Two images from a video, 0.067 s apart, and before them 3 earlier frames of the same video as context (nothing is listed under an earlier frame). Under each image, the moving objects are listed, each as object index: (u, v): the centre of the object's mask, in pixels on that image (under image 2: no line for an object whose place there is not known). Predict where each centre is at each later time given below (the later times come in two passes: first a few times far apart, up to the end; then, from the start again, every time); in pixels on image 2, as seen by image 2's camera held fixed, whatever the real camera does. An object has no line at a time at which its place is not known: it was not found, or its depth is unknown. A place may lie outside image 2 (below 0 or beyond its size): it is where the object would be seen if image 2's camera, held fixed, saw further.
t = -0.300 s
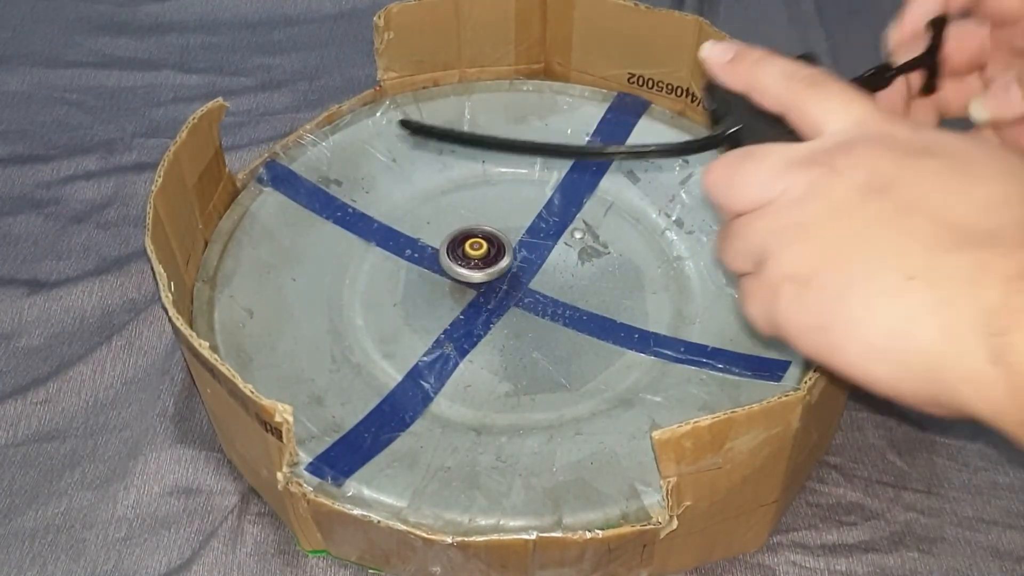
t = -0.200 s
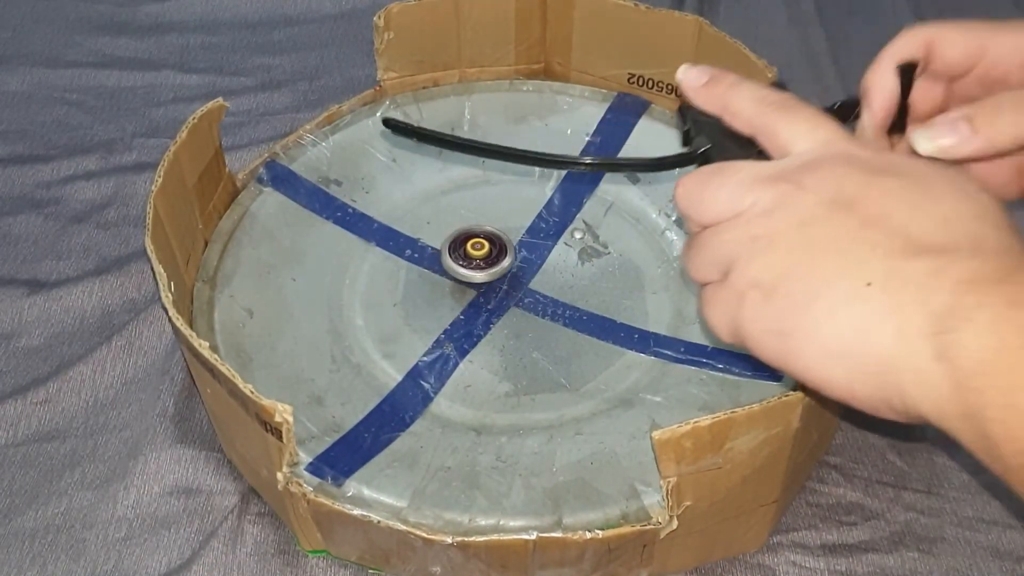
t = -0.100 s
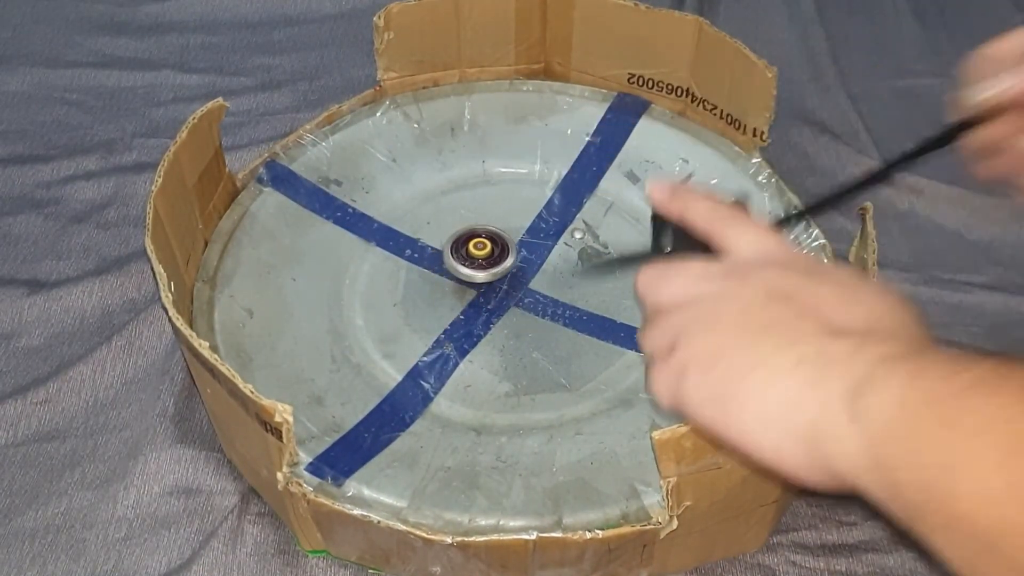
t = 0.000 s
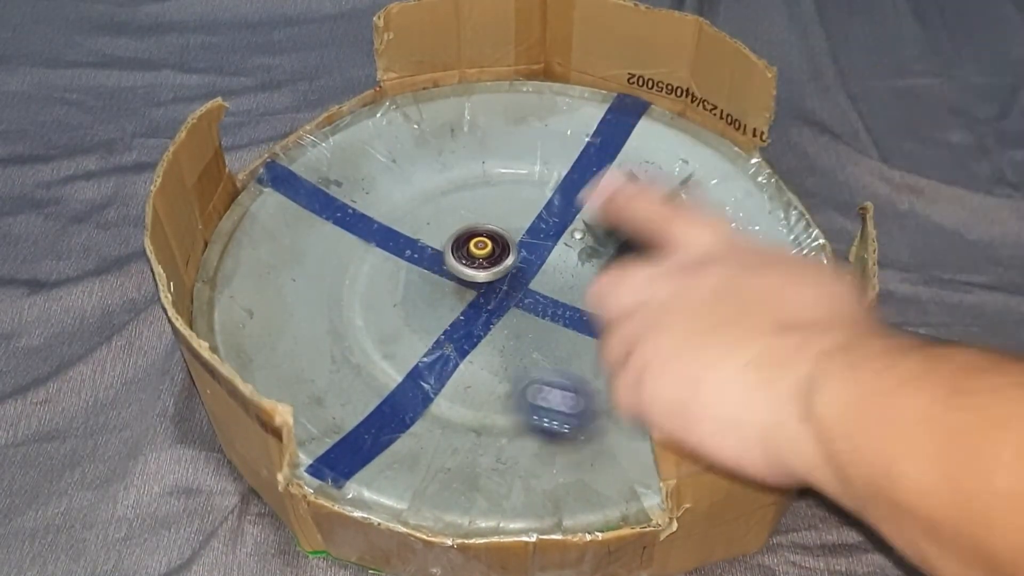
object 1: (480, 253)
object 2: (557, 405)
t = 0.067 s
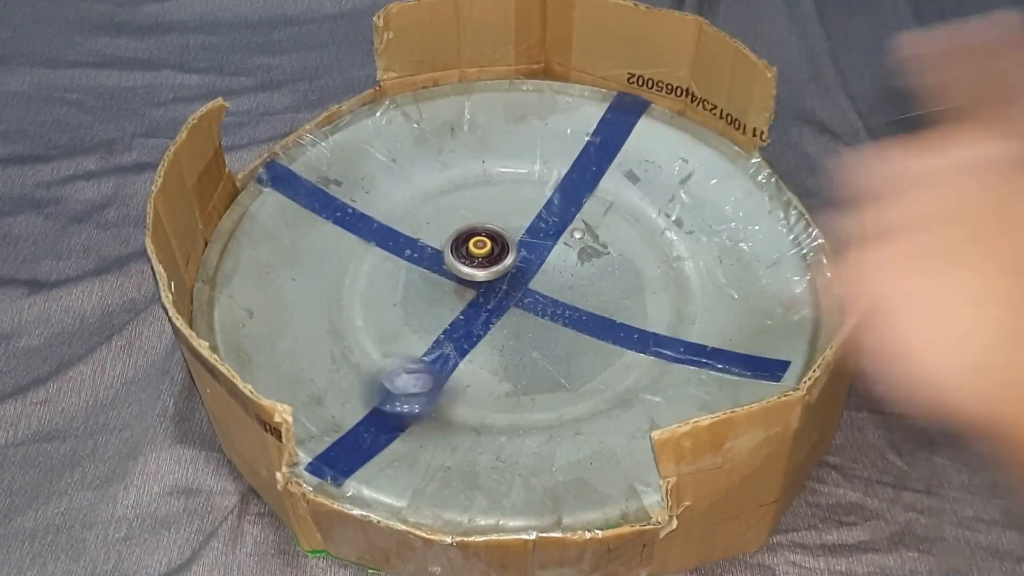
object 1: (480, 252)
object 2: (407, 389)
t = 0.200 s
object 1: (481, 251)
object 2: (241, 278)
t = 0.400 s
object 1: (482, 255)
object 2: (331, 219)
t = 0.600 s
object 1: (546, 263)
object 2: (377, 217)
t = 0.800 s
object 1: (789, 281)
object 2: (241, 222)
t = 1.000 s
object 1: (791, 227)
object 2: (266, 353)
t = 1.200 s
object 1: (728, 227)
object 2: (504, 412)
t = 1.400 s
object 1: (658, 234)
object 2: (628, 301)
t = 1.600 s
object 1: (639, 205)
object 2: (549, 265)
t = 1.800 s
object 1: (651, 215)
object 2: (424, 207)
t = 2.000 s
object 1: (658, 226)
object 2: (311, 223)
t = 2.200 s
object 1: (670, 241)
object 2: (341, 306)
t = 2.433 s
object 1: (674, 258)
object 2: (496, 269)
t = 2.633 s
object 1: (676, 268)
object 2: (483, 164)
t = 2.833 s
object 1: (675, 271)
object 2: (378, 151)
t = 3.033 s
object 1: (675, 271)
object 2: (319, 229)
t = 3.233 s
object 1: (677, 262)
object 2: (449, 299)
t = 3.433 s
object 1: (677, 260)
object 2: (599, 253)
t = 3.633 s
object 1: (677, 254)
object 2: (622, 207)
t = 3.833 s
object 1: (672, 243)
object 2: (599, 151)
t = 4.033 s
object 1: (673, 247)
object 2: (516, 158)
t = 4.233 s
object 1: (673, 245)
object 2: (472, 215)
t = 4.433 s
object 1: (673, 245)
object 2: (529, 254)
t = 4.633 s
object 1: (676, 248)
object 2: (558, 277)
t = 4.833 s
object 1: (675, 247)
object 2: (626, 293)
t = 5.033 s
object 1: (665, 197)
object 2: (684, 309)
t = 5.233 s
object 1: (620, 183)
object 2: (681, 243)
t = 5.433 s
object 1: (600, 179)
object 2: (630, 236)
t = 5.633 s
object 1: (574, 181)
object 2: (536, 288)
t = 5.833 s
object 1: (556, 175)
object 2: (537, 330)
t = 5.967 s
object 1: (542, 172)
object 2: (571, 360)
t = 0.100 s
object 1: (481, 251)
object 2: (353, 351)
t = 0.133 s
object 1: (482, 251)
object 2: (309, 325)
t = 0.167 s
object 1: (482, 251)
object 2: (270, 311)
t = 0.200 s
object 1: (481, 251)
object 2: (241, 278)
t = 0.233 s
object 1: (481, 251)
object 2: (224, 254)
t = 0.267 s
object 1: (481, 252)
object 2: (236, 242)
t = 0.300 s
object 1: (481, 252)
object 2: (254, 233)
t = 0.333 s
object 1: (480, 253)
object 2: (279, 227)
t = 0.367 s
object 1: (481, 255)
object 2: (304, 223)
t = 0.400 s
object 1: (482, 255)
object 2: (331, 219)
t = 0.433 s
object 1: (483, 257)
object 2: (358, 220)
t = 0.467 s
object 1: (485, 257)
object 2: (380, 223)
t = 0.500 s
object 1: (486, 256)
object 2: (398, 228)
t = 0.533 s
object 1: (488, 254)
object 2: (413, 234)
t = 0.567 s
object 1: (501, 254)
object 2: (414, 234)
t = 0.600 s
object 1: (546, 263)
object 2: (377, 217)
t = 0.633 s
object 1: (597, 281)
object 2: (342, 210)
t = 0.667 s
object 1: (647, 288)
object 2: (313, 203)
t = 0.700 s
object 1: (692, 296)
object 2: (288, 202)
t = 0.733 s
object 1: (734, 294)
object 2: (267, 204)
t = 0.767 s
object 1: (764, 289)
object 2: (253, 210)
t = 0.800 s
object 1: (789, 281)
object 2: (241, 222)
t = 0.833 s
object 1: (802, 270)
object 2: (235, 237)
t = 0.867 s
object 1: (805, 259)
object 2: (232, 256)
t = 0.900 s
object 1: (805, 248)
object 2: (232, 277)
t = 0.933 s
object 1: (803, 239)
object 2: (236, 304)
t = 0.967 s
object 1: (799, 231)
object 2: (246, 330)
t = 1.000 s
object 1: (791, 227)
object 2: (266, 353)
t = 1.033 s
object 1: (783, 225)
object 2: (295, 374)
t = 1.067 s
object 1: (774, 223)
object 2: (331, 394)
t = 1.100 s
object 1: (765, 222)
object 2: (372, 410)
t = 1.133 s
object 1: (752, 223)
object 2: (415, 416)
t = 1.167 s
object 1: (740, 224)
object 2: (463, 418)
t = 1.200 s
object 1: (728, 227)
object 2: (504, 412)
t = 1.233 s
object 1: (713, 229)
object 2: (543, 402)
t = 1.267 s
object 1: (700, 233)
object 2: (577, 386)
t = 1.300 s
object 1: (685, 238)
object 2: (603, 368)
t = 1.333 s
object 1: (670, 244)
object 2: (622, 343)
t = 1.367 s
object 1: (660, 246)
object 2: (631, 316)
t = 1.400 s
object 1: (658, 234)
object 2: (628, 301)
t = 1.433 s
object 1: (660, 220)
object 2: (620, 299)
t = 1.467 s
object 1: (658, 216)
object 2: (609, 289)
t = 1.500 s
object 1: (650, 208)
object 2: (595, 281)
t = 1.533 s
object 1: (645, 204)
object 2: (578, 278)
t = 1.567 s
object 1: (642, 203)
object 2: (564, 274)
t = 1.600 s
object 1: (639, 205)
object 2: (549, 265)
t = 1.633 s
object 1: (638, 207)
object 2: (528, 257)
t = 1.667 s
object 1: (640, 209)
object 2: (510, 249)
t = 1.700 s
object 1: (644, 211)
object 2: (490, 240)
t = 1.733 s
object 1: (647, 212)
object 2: (468, 227)
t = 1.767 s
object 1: (650, 214)
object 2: (446, 215)
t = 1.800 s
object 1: (651, 215)
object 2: (424, 207)
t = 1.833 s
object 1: (651, 217)
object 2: (403, 201)
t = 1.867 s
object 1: (651, 218)
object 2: (380, 199)
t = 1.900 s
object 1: (652, 219)
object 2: (359, 199)
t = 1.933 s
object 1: (653, 221)
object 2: (341, 203)
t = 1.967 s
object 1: (655, 223)
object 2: (325, 212)
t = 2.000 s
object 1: (658, 226)
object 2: (311, 223)
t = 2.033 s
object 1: (661, 228)
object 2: (304, 237)
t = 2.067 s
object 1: (661, 230)
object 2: (303, 252)
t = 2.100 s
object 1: (662, 232)
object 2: (307, 267)
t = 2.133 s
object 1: (663, 235)
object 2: (314, 281)
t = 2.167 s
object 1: (667, 238)
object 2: (325, 293)
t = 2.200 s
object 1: (670, 241)
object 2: (341, 306)
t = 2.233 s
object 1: (671, 242)
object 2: (362, 315)
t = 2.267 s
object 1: (670, 243)
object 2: (383, 320)
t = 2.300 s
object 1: (670, 245)
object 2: (405, 318)
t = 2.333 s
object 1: (671, 248)
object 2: (428, 310)
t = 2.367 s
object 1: (672, 251)
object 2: (453, 300)
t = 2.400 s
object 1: (672, 255)
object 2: (477, 285)
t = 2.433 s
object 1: (674, 258)
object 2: (496, 269)
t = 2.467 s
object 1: (675, 262)
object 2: (508, 253)
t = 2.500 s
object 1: (676, 265)
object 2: (513, 234)
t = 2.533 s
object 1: (676, 267)
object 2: (512, 216)
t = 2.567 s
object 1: (676, 268)
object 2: (508, 196)
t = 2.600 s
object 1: (676, 268)
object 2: (497, 179)
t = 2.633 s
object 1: (676, 268)
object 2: (483, 164)
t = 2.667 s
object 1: (676, 269)
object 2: (468, 152)
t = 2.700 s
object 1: (676, 271)
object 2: (452, 147)
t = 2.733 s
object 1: (676, 271)
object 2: (434, 146)
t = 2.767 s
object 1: (676, 271)
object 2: (415, 147)
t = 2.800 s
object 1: (676, 270)
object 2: (397, 148)
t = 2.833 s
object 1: (675, 271)
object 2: (378, 151)
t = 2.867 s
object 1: (676, 274)
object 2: (359, 155)
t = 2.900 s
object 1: (678, 275)
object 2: (341, 163)
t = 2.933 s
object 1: (678, 274)
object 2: (328, 175)
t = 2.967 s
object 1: (676, 273)
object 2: (321, 191)
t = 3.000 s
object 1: (676, 270)
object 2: (316, 210)
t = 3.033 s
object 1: (675, 271)
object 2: (319, 229)
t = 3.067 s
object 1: (677, 272)
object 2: (330, 247)
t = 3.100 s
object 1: (679, 271)
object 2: (348, 266)
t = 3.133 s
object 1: (679, 269)
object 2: (368, 282)
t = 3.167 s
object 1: (677, 265)
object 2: (391, 292)
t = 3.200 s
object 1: (676, 263)
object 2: (418, 299)
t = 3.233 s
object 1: (677, 262)
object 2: (449, 299)
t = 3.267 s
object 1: (677, 263)
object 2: (478, 296)
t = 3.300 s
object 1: (678, 265)
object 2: (511, 290)
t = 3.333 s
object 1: (678, 265)
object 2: (543, 285)
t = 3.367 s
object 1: (679, 263)
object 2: (569, 275)
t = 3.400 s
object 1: (678, 261)
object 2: (586, 263)
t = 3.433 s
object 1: (677, 260)
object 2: (599, 253)
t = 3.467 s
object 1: (677, 260)
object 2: (607, 246)
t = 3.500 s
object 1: (679, 261)
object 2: (614, 238)
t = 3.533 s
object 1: (679, 260)
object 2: (618, 231)
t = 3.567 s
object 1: (678, 258)
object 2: (620, 223)
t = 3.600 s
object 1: (677, 256)
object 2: (623, 215)
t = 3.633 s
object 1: (677, 254)
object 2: (622, 207)
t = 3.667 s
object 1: (678, 253)
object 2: (625, 198)
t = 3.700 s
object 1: (678, 251)
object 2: (629, 189)
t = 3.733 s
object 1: (674, 248)
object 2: (630, 179)
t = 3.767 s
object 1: (673, 245)
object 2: (625, 169)
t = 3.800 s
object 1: (673, 244)
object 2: (614, 159)
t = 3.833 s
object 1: (672, 243)
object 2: (599, 151)
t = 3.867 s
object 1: (671, 243)
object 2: (583, 146)
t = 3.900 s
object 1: (671, 244)
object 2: (566, 142)
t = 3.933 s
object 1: (671, 244)
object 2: (551, 142)
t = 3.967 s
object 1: (670, 245)
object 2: (540, 144)
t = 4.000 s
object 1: (671, 246)
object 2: (530, 150)
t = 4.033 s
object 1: (673, 247)
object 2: (516, 158)
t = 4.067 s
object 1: (674, 248)
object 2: (502, 166)
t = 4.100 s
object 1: (677, 249)
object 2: (489, 173)
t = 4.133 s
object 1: (678, 248)
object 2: (480, 183)
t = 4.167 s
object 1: (675, 246)
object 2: (473, 193)
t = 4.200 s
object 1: (673, 245)
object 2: (470, 204)
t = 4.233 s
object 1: (673, 245)
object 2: (472, 215)
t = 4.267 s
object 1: (673, 245)
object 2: (479, 227)
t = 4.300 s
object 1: (673, 244)
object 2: (491, 236)
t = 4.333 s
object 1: (672, 244)
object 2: (504, 244)
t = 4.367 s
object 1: (672, 244)
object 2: (515, 248)
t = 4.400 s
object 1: (673, 245)
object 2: (522, 252)
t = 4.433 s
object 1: (673, 245)
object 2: (529, 254)
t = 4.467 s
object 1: (673, 245)
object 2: (534, 255)
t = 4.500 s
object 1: (673, 246)
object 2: (540, 258)
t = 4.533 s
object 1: (674, 247)
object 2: (545, 262)
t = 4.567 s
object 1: (676, 248)
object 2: (549, 265)
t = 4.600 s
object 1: (677, 248)
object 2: (552, 271)
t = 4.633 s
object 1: (676, 248)
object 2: (558, 277)
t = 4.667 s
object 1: (675, 247)
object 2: (566, 282)
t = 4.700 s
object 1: (673, 246)
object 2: (573, 286)
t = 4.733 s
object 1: (673, 245)
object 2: (583, 289)
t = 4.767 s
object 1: (674, 245)
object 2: (596, 292)
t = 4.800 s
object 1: (674, 247)
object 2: (610, 293)
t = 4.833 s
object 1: (675, 247)
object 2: (626, 293)
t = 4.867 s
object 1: (686, 240)
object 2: (632, 300)
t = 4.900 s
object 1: (691, 230)
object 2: (638, 308)
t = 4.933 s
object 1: (691, 222)
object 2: (647, 312)
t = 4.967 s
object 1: (686, 214)
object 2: (658, 312)
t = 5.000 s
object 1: (675, 204)
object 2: (671, 311)
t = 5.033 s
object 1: (665, 197)
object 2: (684, 309)
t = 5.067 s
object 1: (654, 192)
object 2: (696, 303)
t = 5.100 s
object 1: (643, 187)
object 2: (701, 293)
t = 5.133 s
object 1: (635, 185)
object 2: (703, 280)
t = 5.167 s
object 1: (628, 184)
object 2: (700, 268)
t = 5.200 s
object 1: (623, 183)
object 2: (694, 254)
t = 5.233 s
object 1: (620, 183)
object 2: (681, 243)
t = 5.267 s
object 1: (618, 183)
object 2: (663, 233)
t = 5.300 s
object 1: (617, 175)
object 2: (652, 228)
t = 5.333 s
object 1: (616, 169)
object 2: (649, 227)
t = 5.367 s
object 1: (612, 174)
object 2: (645, 228)
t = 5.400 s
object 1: (607, 176)
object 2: (639, 233)
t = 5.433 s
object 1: (600, 179)
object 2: (630, 236)
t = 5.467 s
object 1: (595, 179)
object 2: (615, 245)
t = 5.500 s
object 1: (591, 181)
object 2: (600, 255)
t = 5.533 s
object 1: (586, 182)
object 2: (583, 265)
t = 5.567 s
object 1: (581, 183)
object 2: (567, 274)
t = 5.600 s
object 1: (577, 182)
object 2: (547, 284)
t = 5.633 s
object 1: (574, 181)
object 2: (536, 288)
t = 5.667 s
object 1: (572, 180)
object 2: (526, 293)
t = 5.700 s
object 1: (570, 179)
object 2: (521, 299)
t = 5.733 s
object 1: (568, 179)
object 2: (521, 307)
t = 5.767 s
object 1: (565, 178)
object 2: (524, 314)
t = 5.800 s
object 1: (561, 177)
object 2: (530, 321)
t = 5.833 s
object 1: (556, 175)
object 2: (537, 330)
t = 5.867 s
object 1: (552, 174)
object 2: (547, 340)
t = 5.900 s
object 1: (548, 172)
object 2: (558, 347)
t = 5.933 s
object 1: (545, 172)
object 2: (565, 355)
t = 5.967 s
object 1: (542, 172)
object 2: (571, 360)
